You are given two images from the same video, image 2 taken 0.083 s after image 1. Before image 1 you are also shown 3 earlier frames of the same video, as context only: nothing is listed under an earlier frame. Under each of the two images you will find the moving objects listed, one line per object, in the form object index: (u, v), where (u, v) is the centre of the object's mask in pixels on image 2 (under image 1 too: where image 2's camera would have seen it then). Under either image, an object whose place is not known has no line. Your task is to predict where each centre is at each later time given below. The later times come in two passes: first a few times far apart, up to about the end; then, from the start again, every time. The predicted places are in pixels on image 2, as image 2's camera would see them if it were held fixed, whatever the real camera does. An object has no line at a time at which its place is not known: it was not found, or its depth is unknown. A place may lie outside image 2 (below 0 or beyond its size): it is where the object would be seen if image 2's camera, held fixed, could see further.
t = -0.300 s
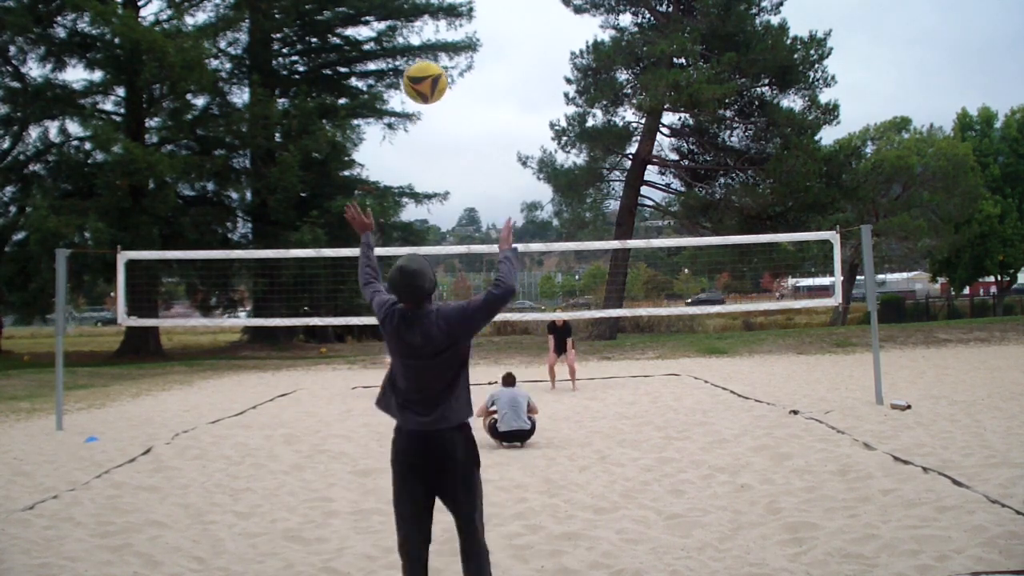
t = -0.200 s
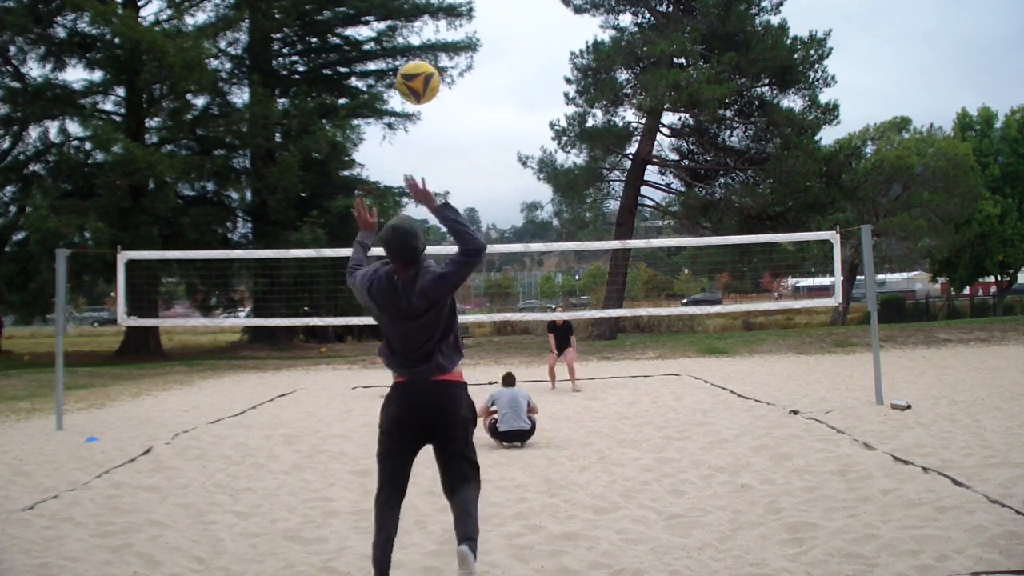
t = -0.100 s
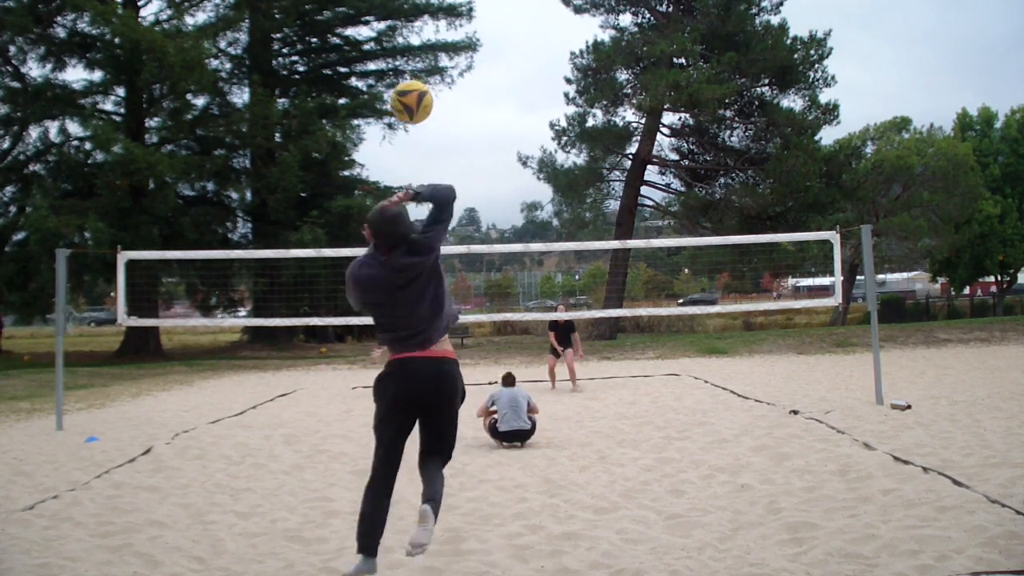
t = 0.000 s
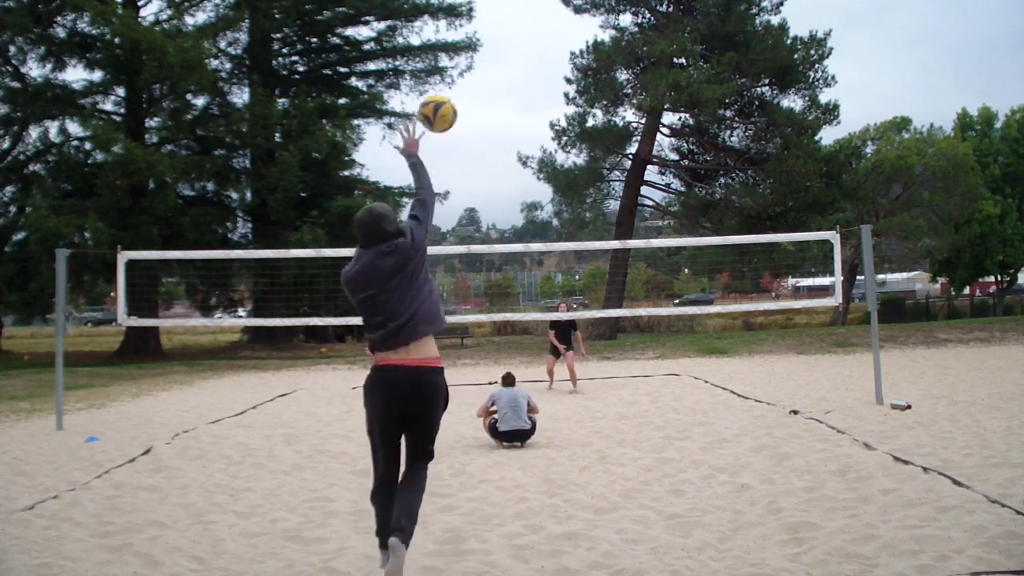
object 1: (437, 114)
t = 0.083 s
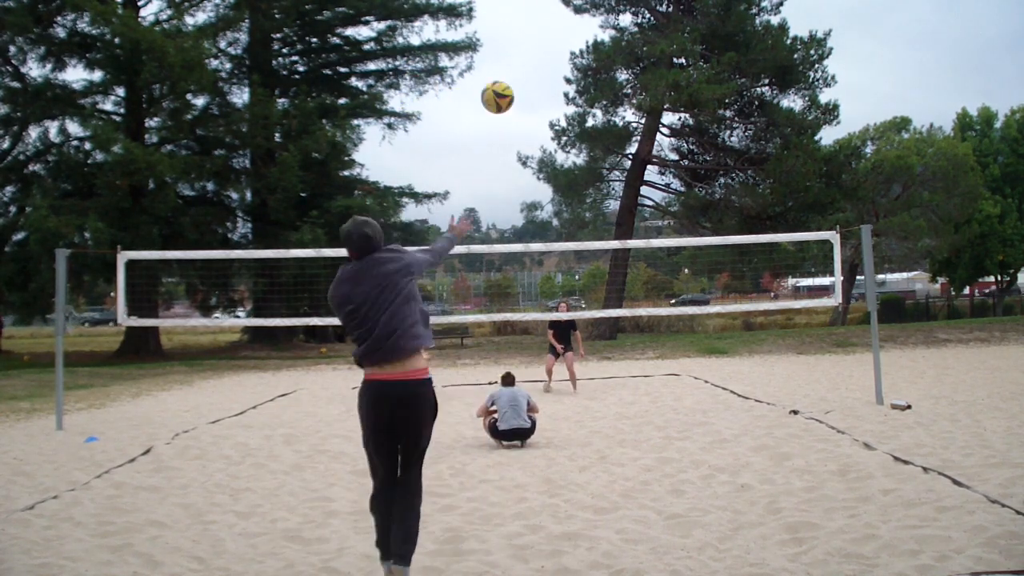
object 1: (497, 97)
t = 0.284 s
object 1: (585, 105)
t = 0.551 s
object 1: (646, 165)
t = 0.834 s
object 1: (688, 258)
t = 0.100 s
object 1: (507, 96)
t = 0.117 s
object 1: (517, 95)
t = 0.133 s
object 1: (525, 94)
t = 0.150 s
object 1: (534, 94)
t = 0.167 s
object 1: (541, 95)
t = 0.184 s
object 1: (549, 95)
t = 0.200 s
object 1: (556, 96)
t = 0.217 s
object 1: (562, 97)
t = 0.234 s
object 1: (568, 99)
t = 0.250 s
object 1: (574, 101)
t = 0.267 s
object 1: (581, 103)
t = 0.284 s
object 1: (585, 105)
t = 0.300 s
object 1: (590, 108)
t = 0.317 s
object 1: (595, 111)
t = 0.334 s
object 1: (599, 114)
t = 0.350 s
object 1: (604, 116)
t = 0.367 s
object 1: (609, 120)
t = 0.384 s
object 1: (612, 123)
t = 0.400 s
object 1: (616, 127)
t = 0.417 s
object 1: (620, 130)
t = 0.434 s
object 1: (623, 135)
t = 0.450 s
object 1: (626, 138)
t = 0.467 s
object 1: (630, 143)
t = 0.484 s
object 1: (634, 147)
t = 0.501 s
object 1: (637, 152)
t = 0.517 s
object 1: (641, 157)
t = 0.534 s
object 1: (643, 161)
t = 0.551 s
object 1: (646, 165)
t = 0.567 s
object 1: (649, 170)
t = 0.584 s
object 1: (651, 175)
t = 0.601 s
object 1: (655, 181)
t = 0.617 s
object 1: (657, 186)
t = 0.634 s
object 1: (660, 191)
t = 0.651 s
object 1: (663, 196)
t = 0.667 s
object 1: (666, 202)
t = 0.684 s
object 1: (668, 207)
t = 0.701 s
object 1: (670, 212)
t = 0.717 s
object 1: (673, 217)
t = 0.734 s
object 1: (675, 223)
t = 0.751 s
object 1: (677, 228)
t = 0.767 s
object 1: (679, 232)
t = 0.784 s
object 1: (681, 235)
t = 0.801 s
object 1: (684, 250)
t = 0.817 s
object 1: (686, 253)
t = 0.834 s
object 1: (688, 258)
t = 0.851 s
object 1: (690, 265)
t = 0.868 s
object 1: (692, 271)
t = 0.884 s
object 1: (694, 277)
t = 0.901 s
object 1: (696, 284)
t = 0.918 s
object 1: (697, 290)
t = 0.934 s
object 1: (699, 296)
